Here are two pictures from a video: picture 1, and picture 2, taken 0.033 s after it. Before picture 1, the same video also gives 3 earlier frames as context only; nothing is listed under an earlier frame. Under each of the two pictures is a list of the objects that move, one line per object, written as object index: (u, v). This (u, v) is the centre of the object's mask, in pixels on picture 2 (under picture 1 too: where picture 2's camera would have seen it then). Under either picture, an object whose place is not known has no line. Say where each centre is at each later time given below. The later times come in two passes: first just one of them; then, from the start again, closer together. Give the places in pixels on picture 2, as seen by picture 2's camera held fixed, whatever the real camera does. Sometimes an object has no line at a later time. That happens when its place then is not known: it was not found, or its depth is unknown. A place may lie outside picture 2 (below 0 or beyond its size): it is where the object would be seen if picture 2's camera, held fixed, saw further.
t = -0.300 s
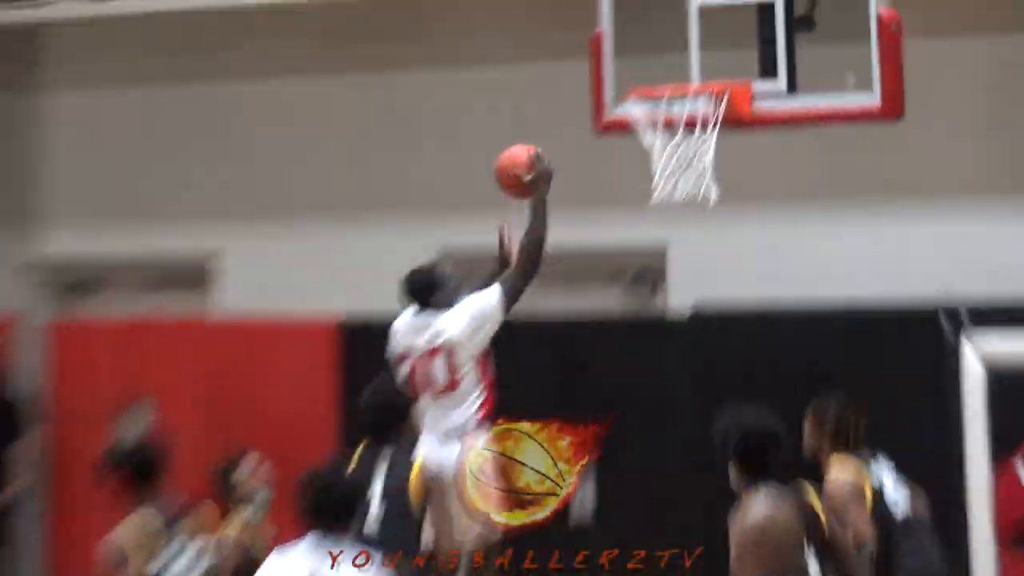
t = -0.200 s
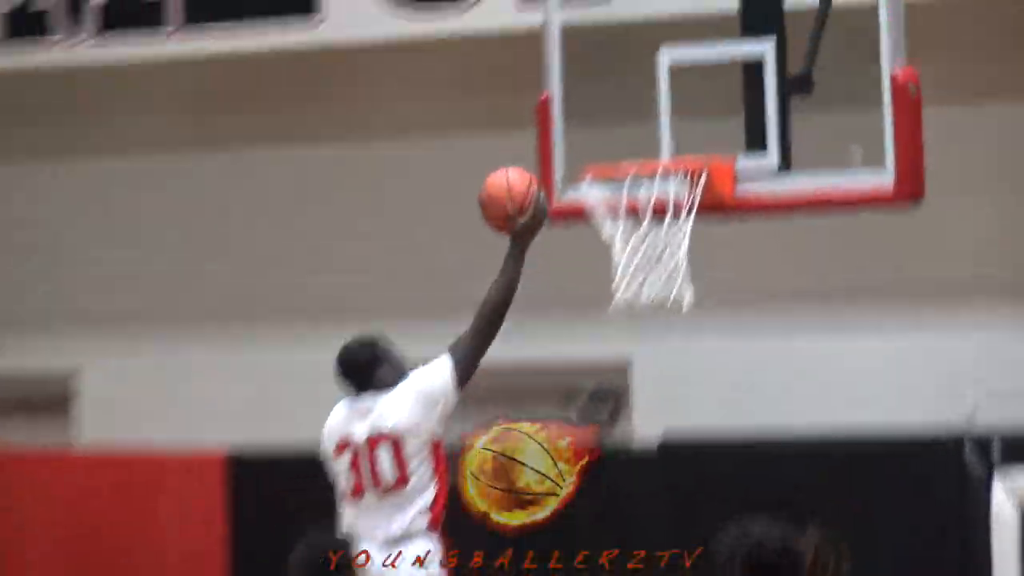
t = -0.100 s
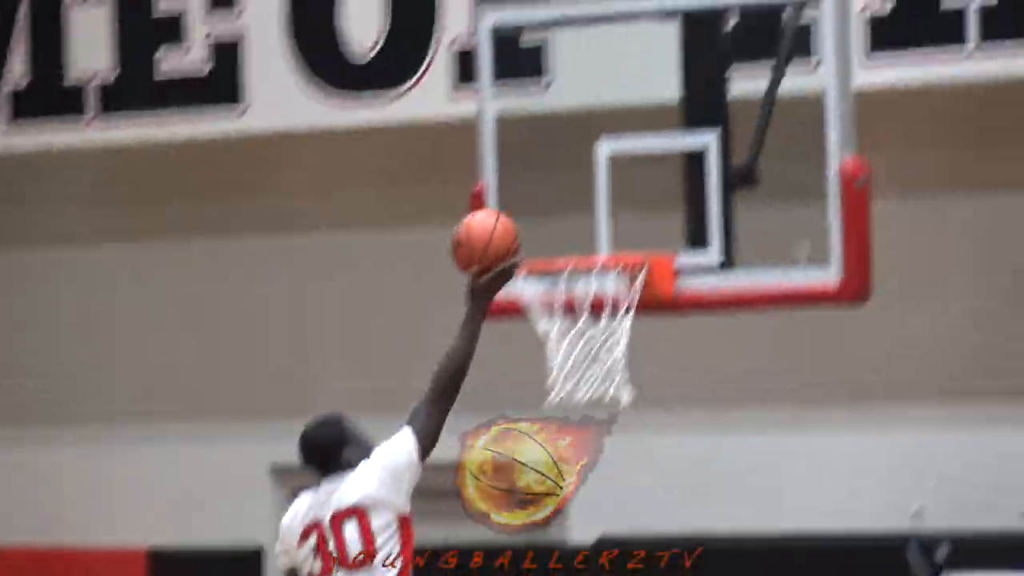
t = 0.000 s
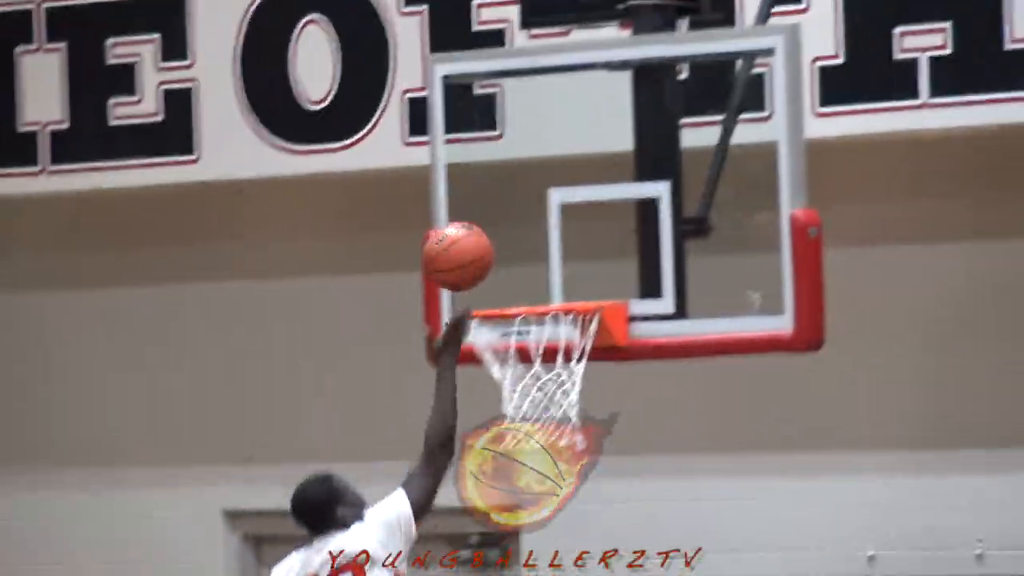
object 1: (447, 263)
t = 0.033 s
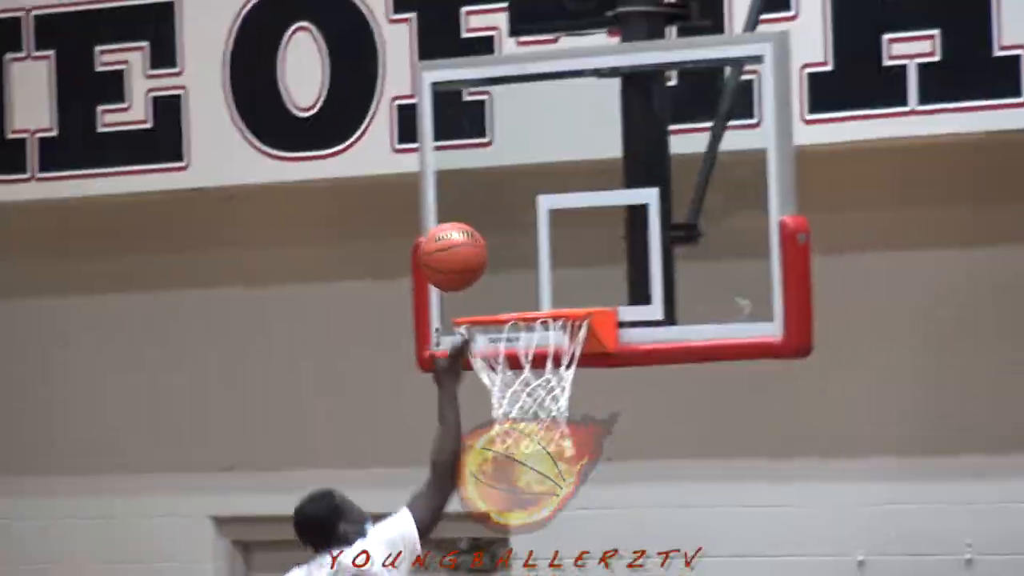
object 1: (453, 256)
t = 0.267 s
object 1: (490, 290)
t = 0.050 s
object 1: (456, 254)
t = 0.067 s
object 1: (458, 253)
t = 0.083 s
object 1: (460, 252)
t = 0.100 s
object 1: (462, 252)
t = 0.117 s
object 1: (465, 253)
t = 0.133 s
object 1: (467, 255)
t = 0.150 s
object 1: (471, 258)
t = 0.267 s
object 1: (490, 290)
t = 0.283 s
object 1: (495, 293)
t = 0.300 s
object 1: (499, 307)
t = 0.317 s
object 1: (504, 315)
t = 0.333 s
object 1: (508, 327)
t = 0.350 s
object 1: (513, 335)
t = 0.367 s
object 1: (517, 346)
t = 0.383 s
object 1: (521, 352)
